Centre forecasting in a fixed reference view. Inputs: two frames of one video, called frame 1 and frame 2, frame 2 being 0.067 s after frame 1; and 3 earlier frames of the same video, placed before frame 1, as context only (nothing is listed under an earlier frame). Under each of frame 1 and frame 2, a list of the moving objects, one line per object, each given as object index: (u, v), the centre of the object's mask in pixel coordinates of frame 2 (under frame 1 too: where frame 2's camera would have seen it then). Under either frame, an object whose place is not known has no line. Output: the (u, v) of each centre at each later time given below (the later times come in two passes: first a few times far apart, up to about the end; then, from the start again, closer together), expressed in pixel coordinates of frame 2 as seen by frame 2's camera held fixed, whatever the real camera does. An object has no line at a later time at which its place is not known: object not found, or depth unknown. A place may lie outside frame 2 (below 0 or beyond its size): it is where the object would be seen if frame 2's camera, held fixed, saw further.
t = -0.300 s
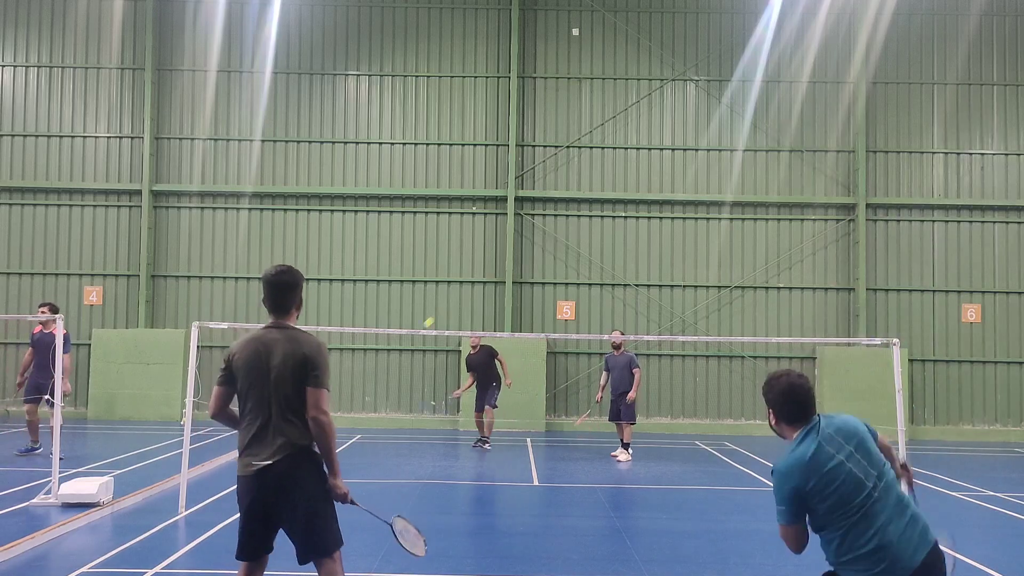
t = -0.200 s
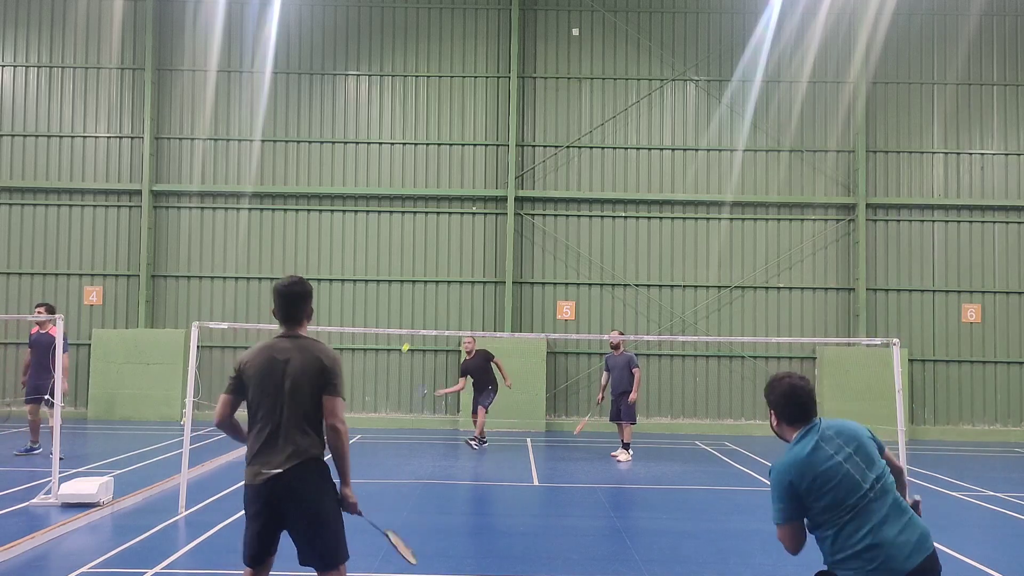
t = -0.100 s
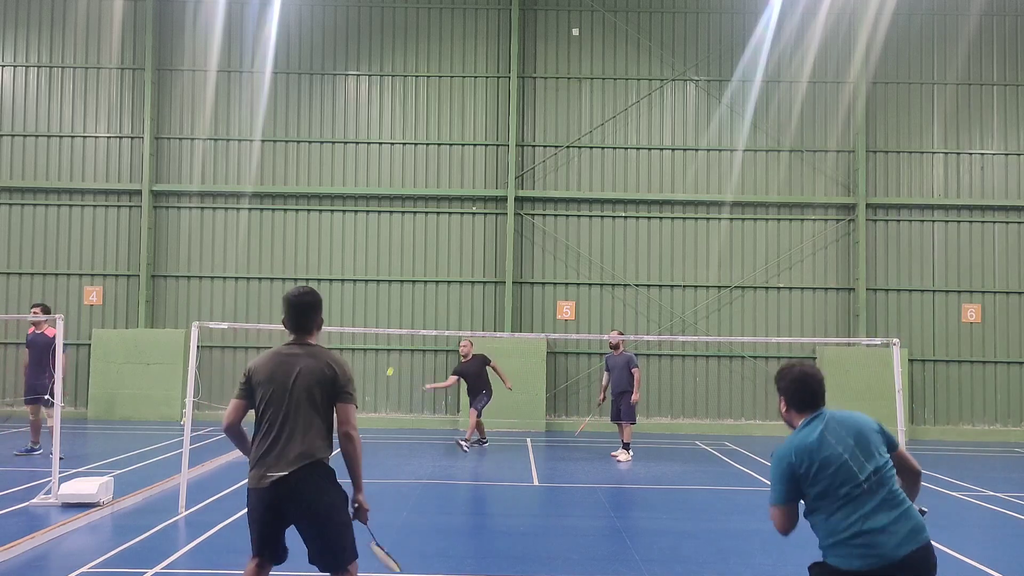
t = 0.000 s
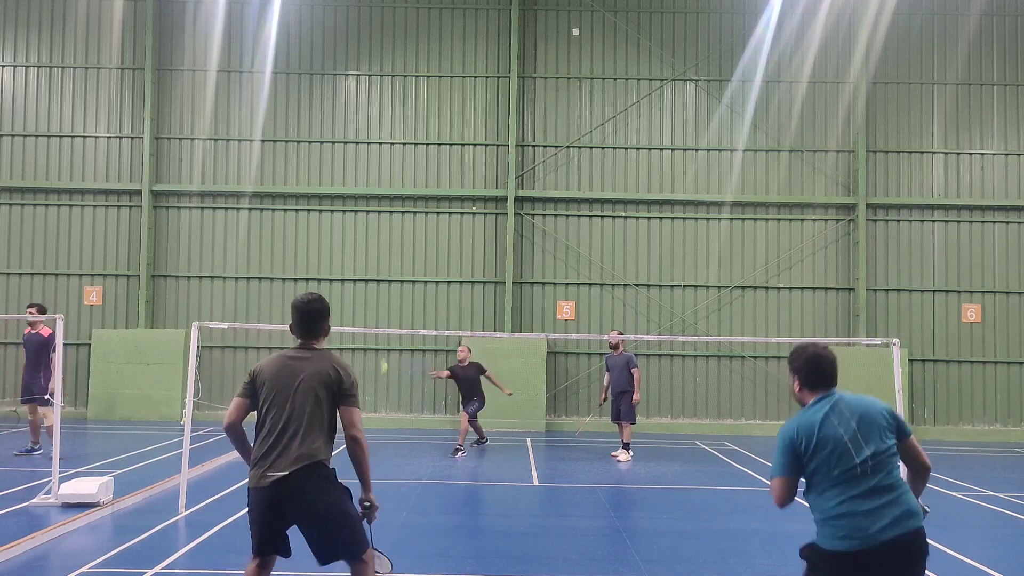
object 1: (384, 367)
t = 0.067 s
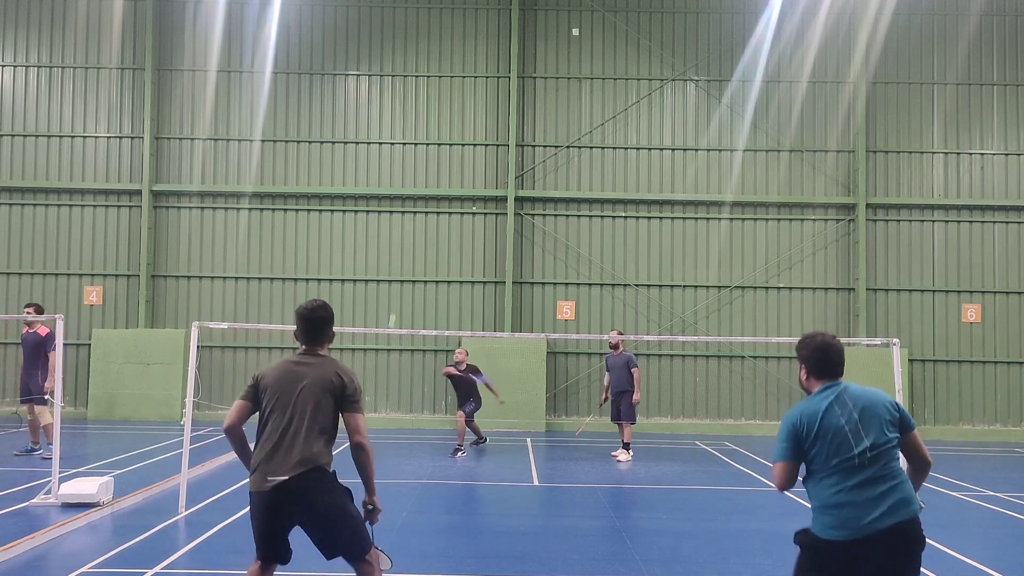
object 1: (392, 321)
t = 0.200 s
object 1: (403, 251)
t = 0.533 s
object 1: (428, 160)
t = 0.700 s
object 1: (439, 164)
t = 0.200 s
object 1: (403, 251)
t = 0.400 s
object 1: (419, 182)
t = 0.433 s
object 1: (421, 174)
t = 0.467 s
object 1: (423, 168)
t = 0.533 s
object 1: (428, 160)
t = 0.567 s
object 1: (431, 158)
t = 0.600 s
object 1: (433, 157)
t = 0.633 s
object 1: (435, 158)
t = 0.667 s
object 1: (437, 160)
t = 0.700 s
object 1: (439, 164)
